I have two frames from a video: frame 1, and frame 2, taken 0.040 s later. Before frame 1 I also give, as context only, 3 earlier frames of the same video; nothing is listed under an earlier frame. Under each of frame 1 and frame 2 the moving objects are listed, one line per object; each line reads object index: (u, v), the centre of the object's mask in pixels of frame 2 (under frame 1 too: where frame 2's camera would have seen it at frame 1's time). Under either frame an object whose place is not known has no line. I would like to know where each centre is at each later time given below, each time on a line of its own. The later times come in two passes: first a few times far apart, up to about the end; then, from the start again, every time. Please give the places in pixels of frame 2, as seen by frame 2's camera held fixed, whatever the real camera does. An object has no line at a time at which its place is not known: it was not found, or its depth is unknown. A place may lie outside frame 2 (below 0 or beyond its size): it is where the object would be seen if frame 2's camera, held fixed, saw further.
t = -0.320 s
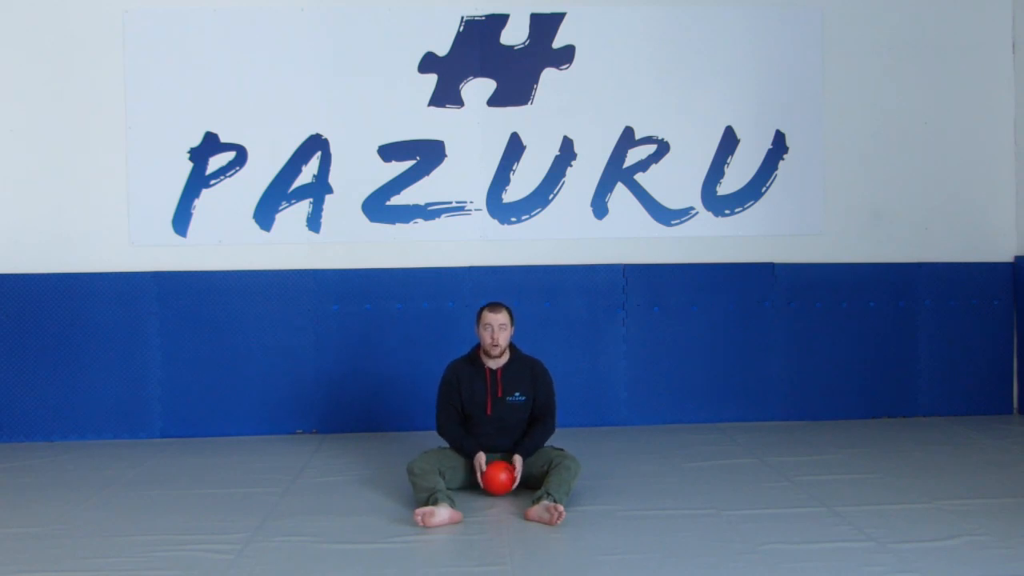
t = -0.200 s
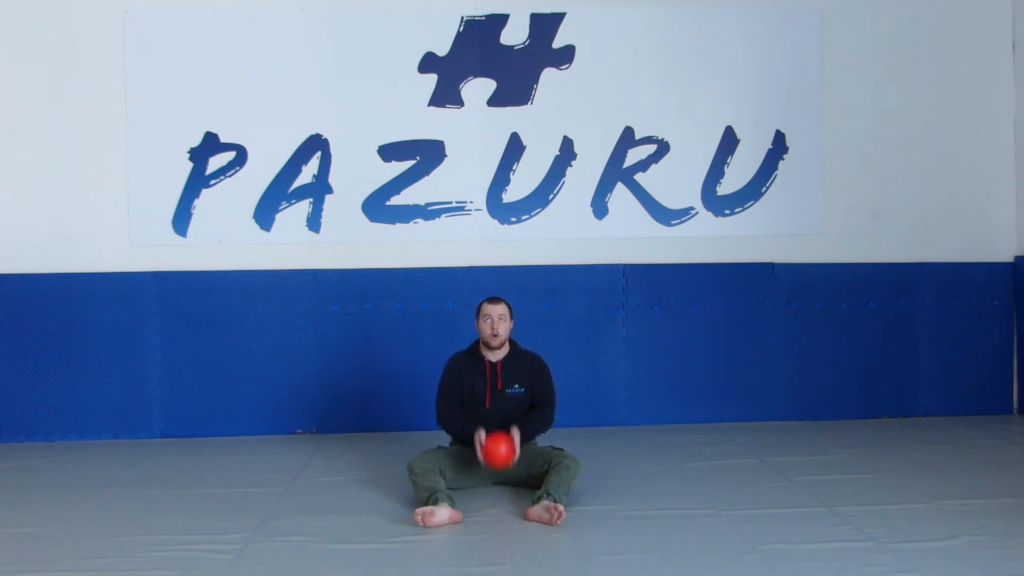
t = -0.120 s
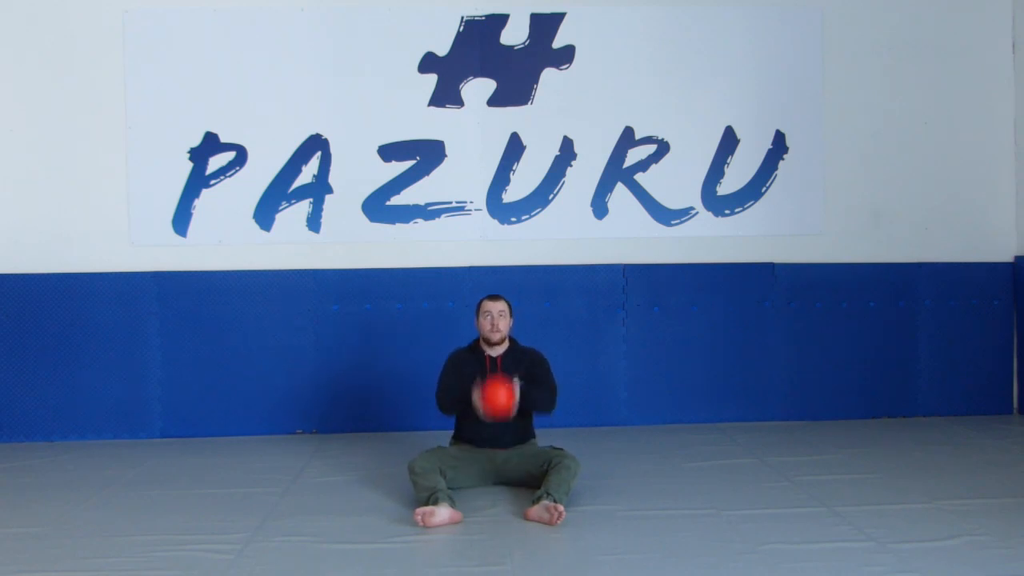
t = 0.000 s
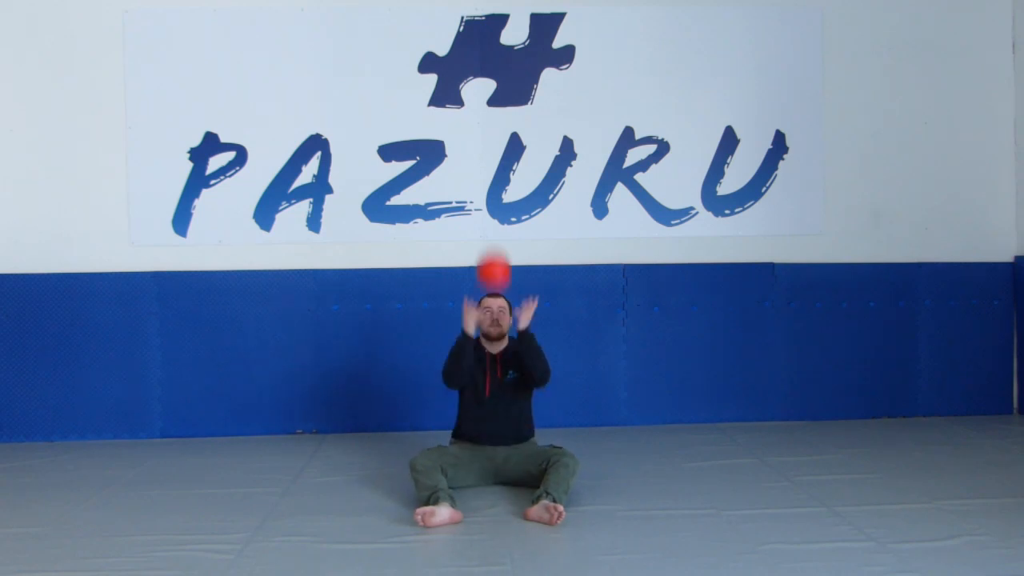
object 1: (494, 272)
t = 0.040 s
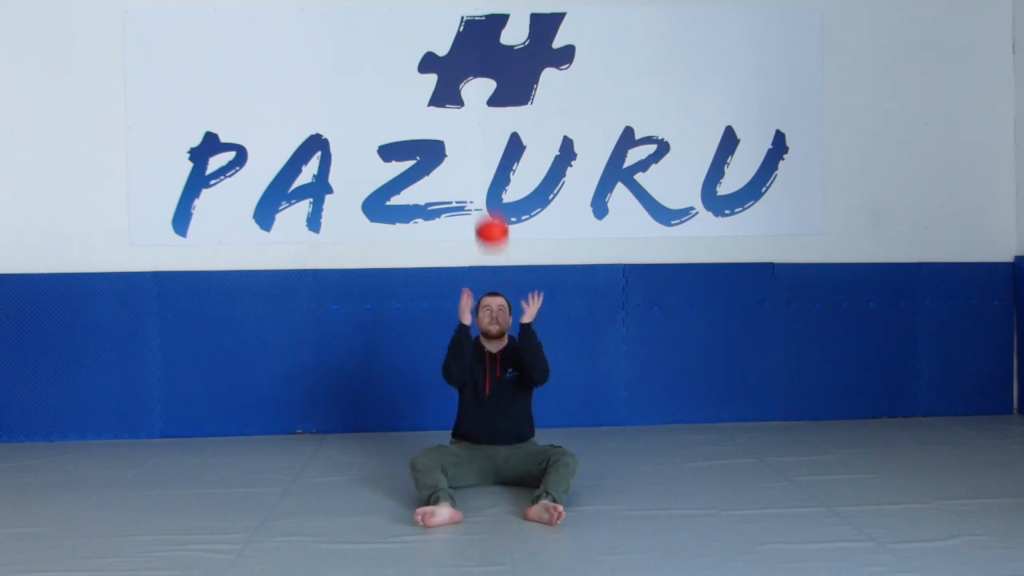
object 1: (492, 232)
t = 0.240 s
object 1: (484, 98)
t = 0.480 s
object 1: (477, 53)
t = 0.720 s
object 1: (473, 127)
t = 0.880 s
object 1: (473, 240)
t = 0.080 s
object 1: (491, 197)
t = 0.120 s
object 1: (489, 167)
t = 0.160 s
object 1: (487, 140)
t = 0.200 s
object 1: (485, 117)
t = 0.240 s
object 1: (484, 98)
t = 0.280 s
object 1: (483, 81)
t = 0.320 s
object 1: (481, 68)
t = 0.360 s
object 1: (480, 60)
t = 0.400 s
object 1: (479, 54)
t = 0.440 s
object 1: (478, 52)
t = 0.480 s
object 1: (477, 53)
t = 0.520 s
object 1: (476, 57)
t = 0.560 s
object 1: (475, 64)
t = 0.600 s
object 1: (475, 74)
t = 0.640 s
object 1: (474, 88)
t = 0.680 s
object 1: (474, 107)
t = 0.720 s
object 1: (473, 127)
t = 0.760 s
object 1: (473, 151)
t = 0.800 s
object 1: (473, 177)
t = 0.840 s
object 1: (473, 207)
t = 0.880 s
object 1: (473, 240)
